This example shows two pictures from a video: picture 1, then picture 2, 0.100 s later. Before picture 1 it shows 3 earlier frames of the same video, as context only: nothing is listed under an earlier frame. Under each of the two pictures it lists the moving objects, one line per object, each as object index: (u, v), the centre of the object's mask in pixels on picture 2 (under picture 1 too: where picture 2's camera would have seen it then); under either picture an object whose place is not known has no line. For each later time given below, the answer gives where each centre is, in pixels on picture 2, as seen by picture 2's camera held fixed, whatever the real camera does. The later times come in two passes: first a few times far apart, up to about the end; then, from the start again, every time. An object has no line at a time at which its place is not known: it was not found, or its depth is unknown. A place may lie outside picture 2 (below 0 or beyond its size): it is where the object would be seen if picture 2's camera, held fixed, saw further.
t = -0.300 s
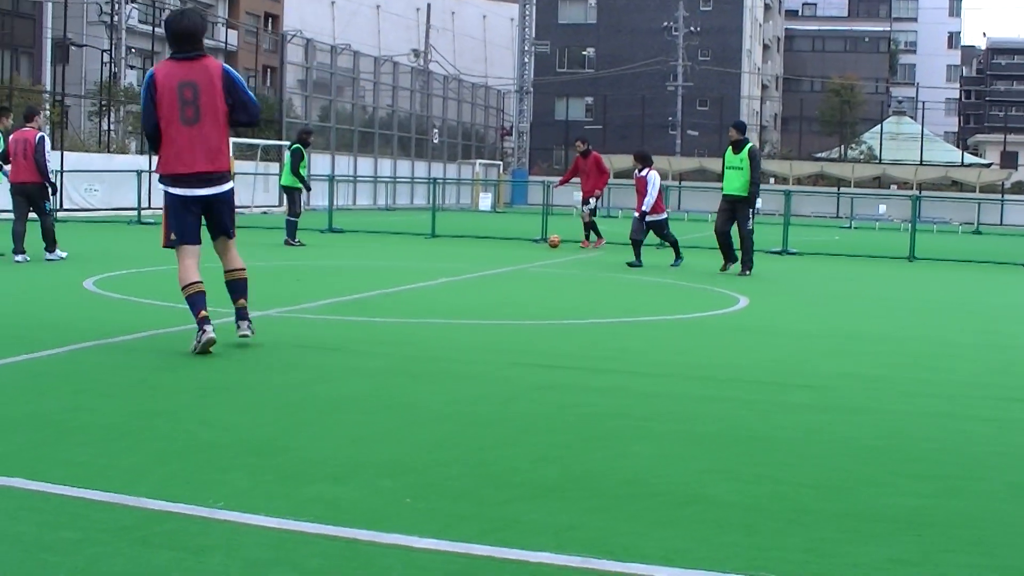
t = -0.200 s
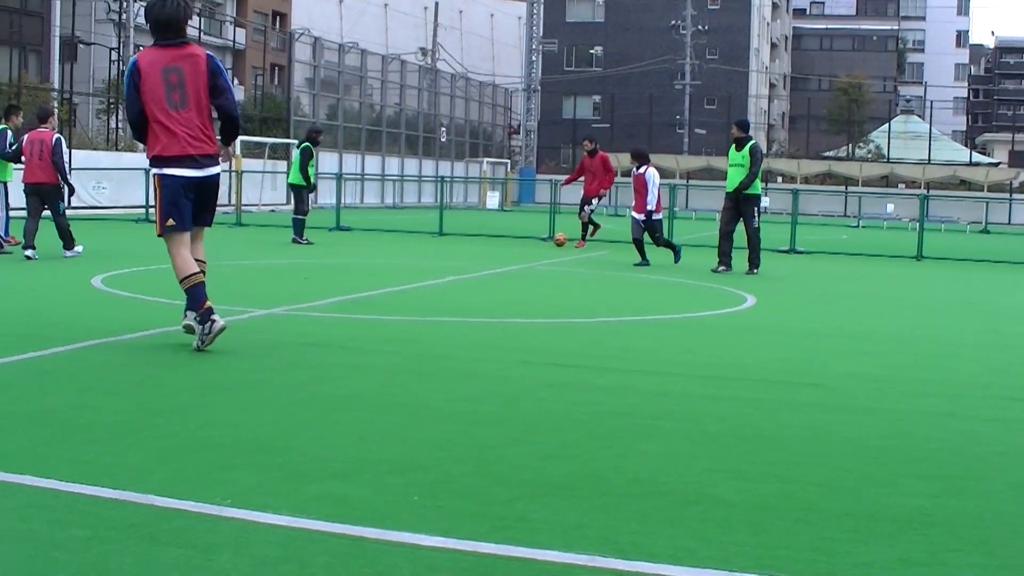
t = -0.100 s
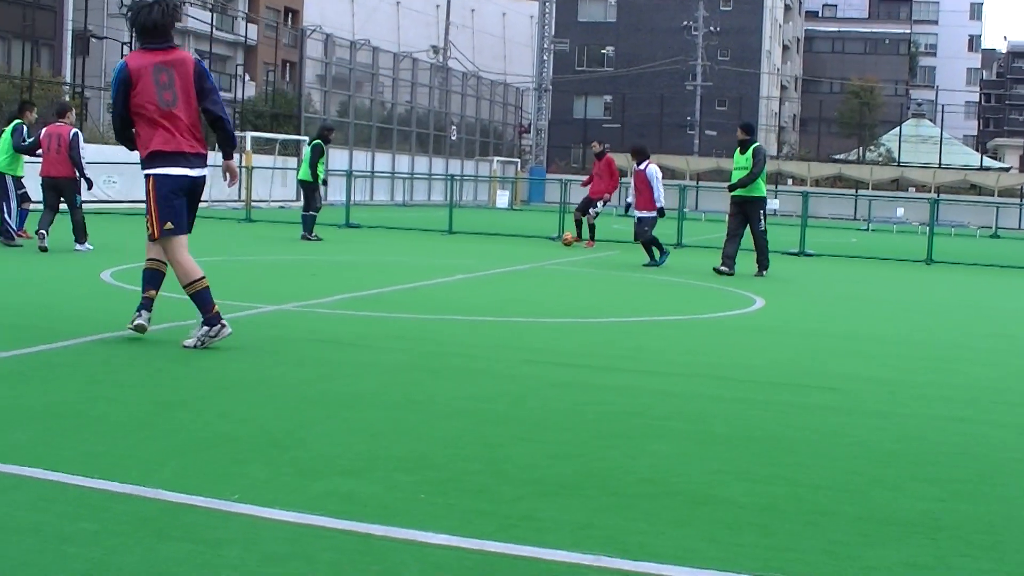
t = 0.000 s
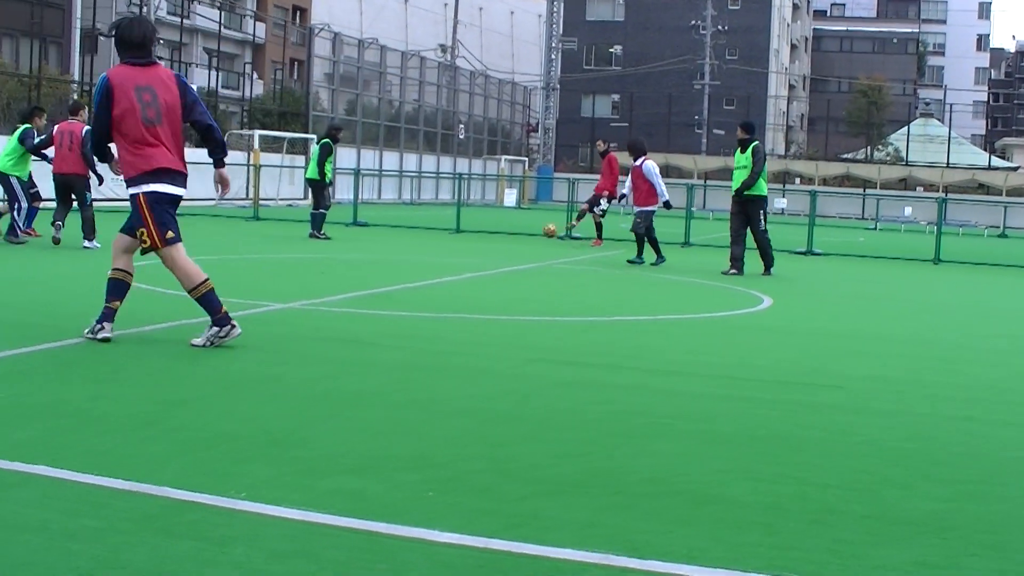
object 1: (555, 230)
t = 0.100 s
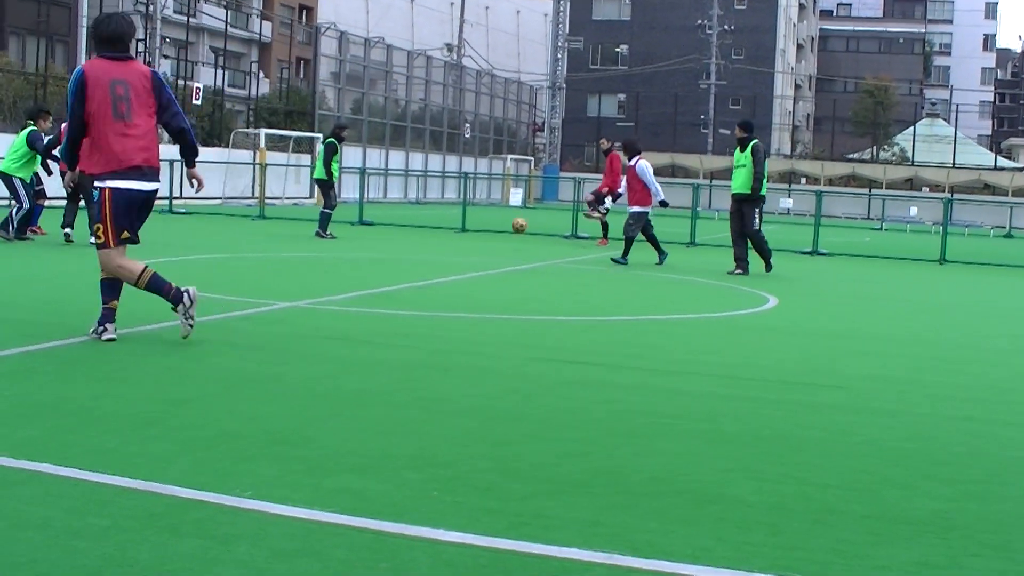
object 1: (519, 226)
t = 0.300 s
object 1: (431, 242)
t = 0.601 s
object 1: (269, 263)
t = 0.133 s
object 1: (506, 225)
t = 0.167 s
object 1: (493, 226)
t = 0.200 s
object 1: (478, 229)
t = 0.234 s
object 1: (463, 232)
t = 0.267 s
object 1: (448, 237)
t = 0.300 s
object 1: (431, 242)
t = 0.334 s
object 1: (415, 250)
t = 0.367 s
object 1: (399, 250)
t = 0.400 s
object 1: (383, 249)
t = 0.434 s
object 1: (366, 249)
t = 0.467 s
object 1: (348, 250)
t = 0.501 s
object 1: (329, 252)
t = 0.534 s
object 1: (309, 256)
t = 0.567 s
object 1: (289, 262)
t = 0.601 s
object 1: (269, 263)
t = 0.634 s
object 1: (249, 262)
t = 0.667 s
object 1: (227, 262)
